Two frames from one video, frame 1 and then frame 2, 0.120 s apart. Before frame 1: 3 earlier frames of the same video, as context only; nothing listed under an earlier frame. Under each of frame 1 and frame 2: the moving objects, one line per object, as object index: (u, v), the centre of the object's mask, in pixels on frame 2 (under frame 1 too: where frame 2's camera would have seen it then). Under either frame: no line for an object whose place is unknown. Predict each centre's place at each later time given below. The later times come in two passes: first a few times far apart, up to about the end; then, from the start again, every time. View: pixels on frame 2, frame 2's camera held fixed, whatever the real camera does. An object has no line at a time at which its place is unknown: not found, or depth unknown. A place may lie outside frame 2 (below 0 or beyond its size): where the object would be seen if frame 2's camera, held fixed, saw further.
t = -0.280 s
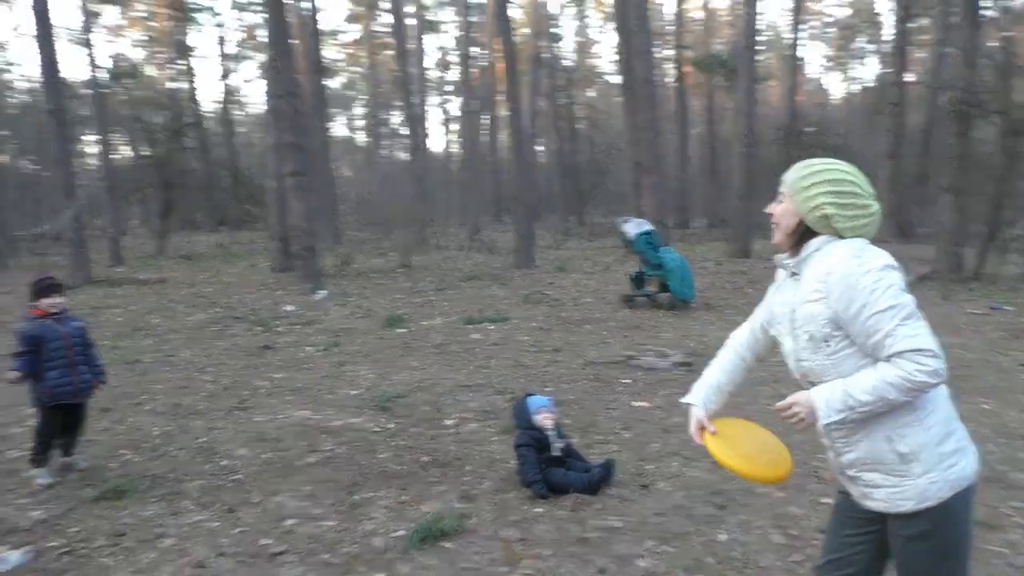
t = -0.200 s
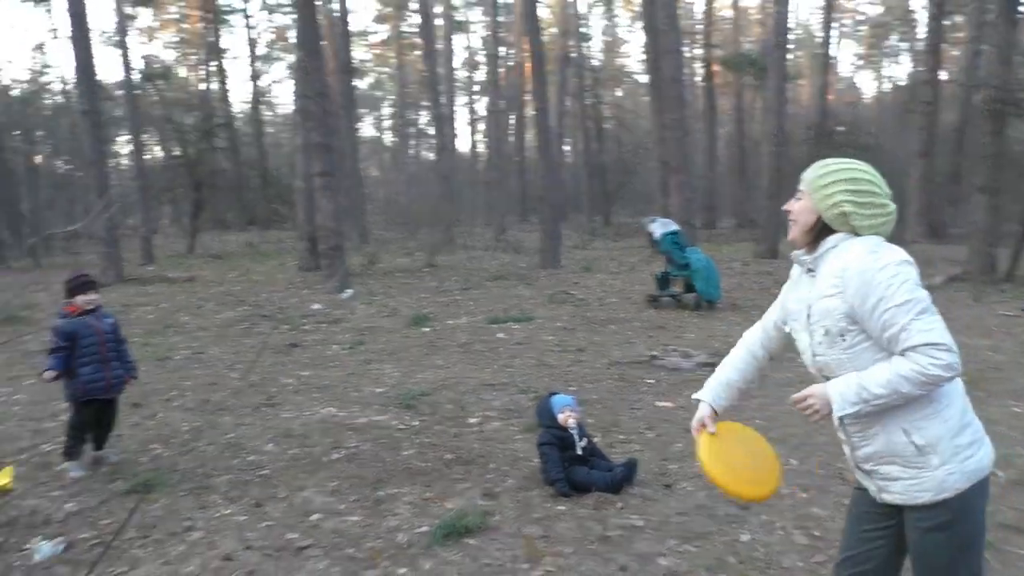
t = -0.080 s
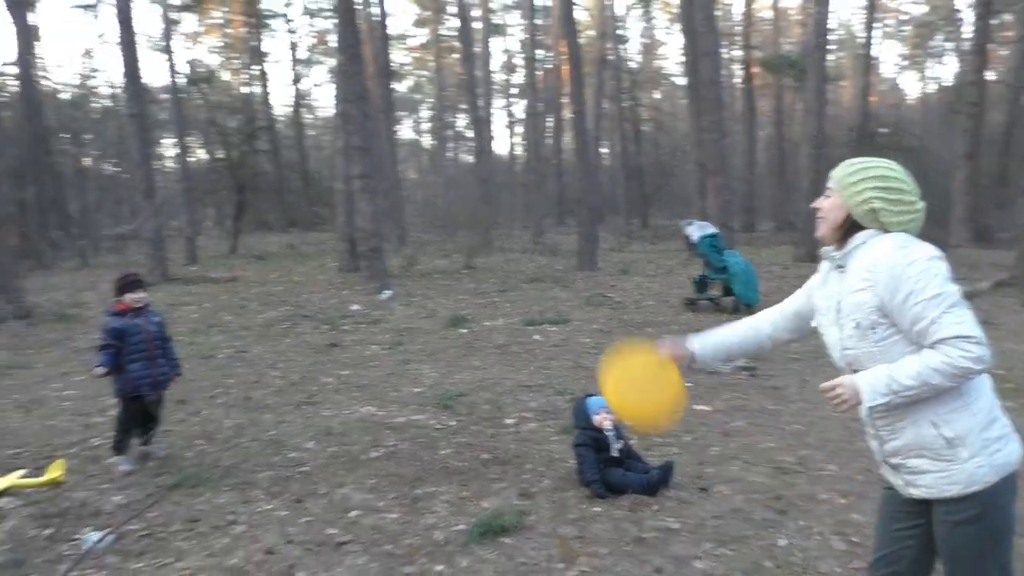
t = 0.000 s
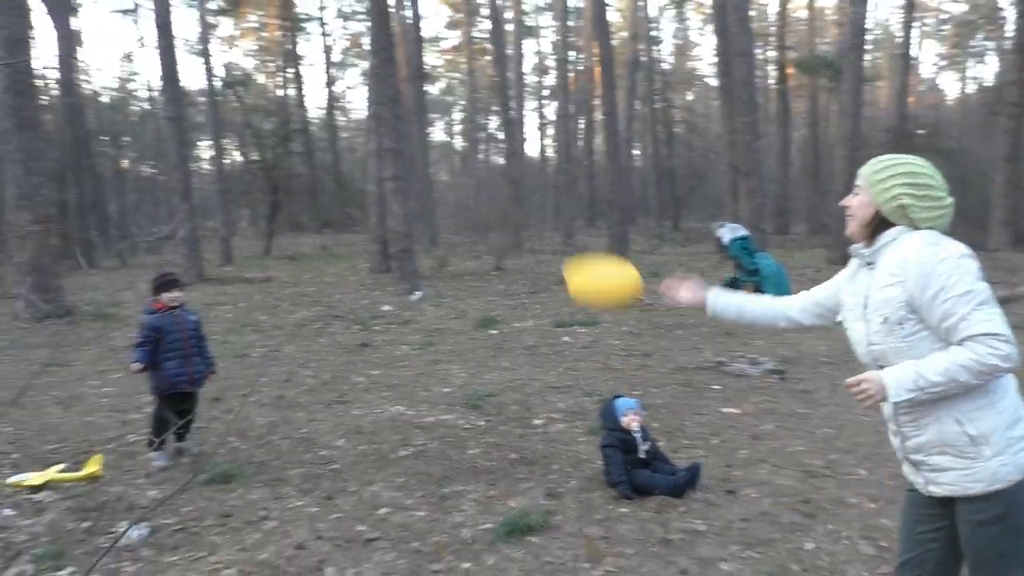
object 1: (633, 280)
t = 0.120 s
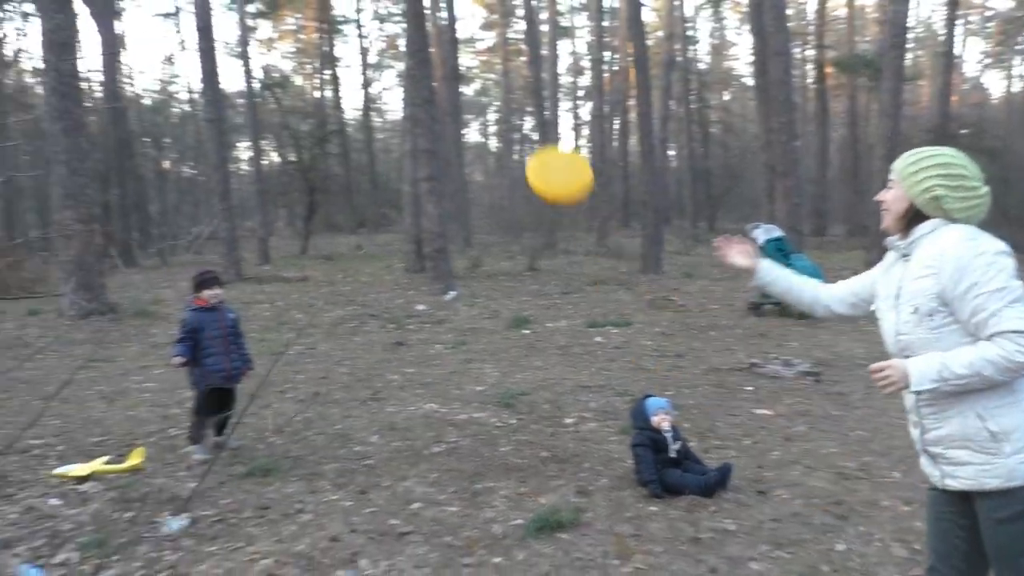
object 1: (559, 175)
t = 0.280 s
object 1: (489, 113)
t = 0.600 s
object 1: (410, 141)
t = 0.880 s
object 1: (368, 252)
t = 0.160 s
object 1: (539, 153)
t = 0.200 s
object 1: (521, 135)
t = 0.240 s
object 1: (503, 122)
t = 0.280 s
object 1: (489, 113)
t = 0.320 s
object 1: (476, 108)
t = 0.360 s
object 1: (464, 106)
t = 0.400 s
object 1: (452, 106)
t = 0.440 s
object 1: (442, 109)
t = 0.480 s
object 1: (434, 114)
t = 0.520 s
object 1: (426, 120)
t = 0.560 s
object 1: (418, 130)
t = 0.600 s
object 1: (410, 141)
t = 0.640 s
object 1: (403, 152)
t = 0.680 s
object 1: (398, 165)
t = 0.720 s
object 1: (392, 181)
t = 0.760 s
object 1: (386, 198)
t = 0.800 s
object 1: (380, 215)
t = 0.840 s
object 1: (374, 233)
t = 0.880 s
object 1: (368, 252)
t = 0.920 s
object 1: (362, 274)
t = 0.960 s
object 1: (355, 298)
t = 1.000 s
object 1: (348, 322)
